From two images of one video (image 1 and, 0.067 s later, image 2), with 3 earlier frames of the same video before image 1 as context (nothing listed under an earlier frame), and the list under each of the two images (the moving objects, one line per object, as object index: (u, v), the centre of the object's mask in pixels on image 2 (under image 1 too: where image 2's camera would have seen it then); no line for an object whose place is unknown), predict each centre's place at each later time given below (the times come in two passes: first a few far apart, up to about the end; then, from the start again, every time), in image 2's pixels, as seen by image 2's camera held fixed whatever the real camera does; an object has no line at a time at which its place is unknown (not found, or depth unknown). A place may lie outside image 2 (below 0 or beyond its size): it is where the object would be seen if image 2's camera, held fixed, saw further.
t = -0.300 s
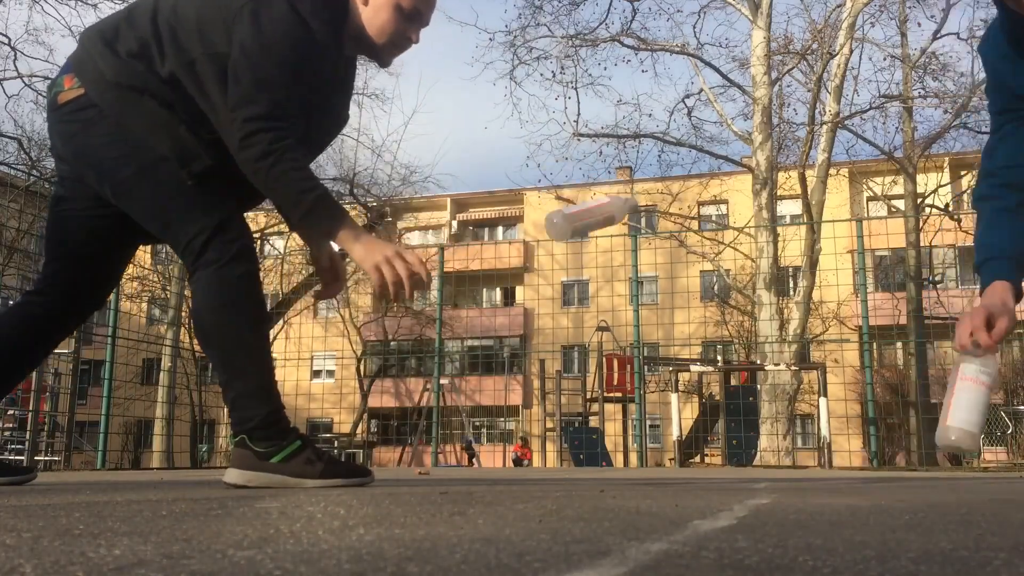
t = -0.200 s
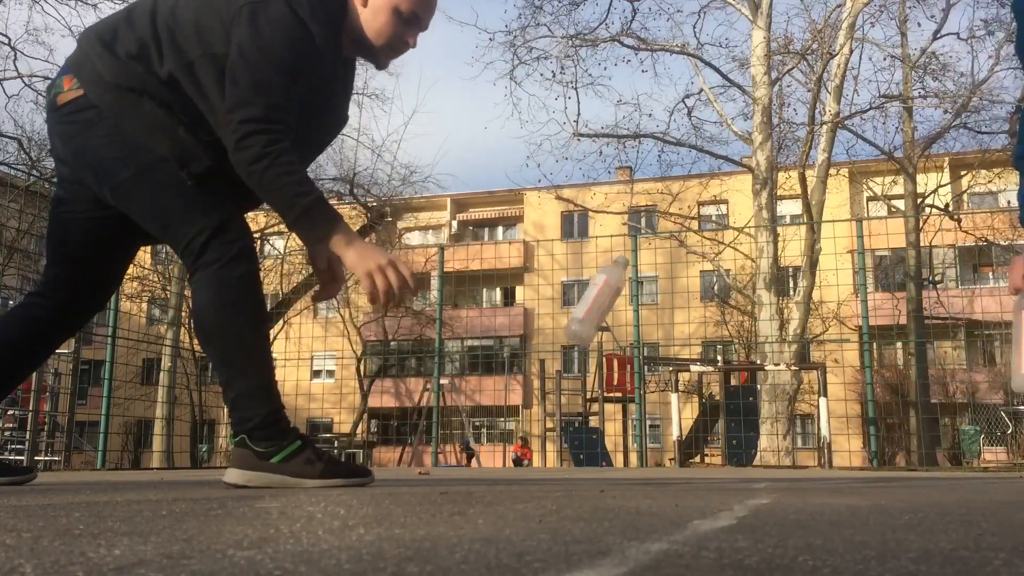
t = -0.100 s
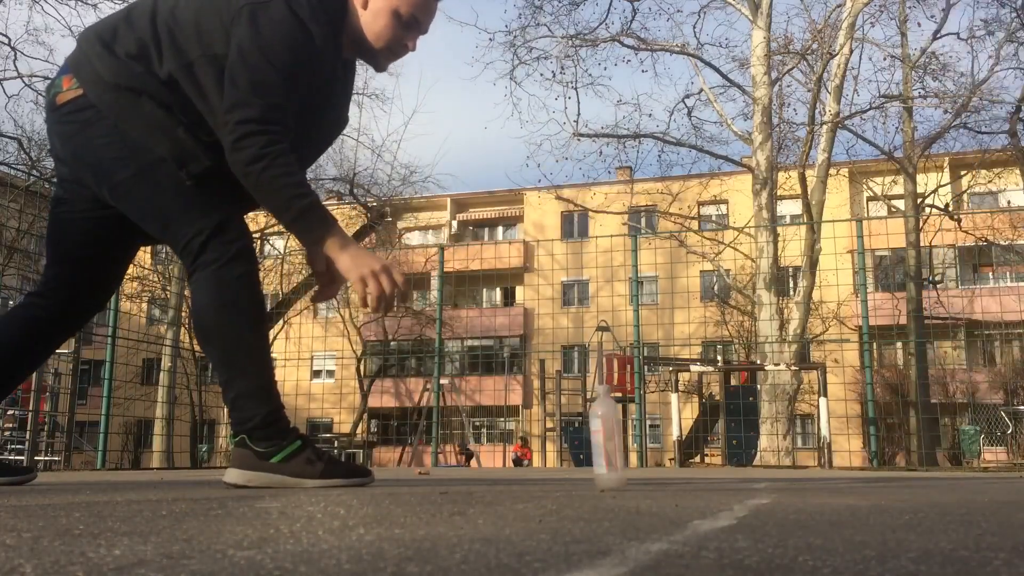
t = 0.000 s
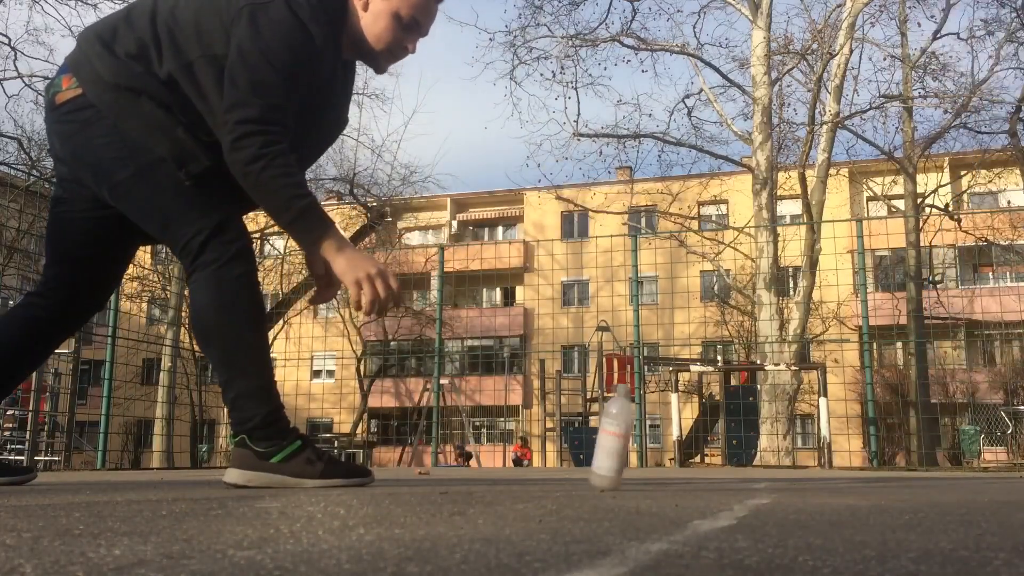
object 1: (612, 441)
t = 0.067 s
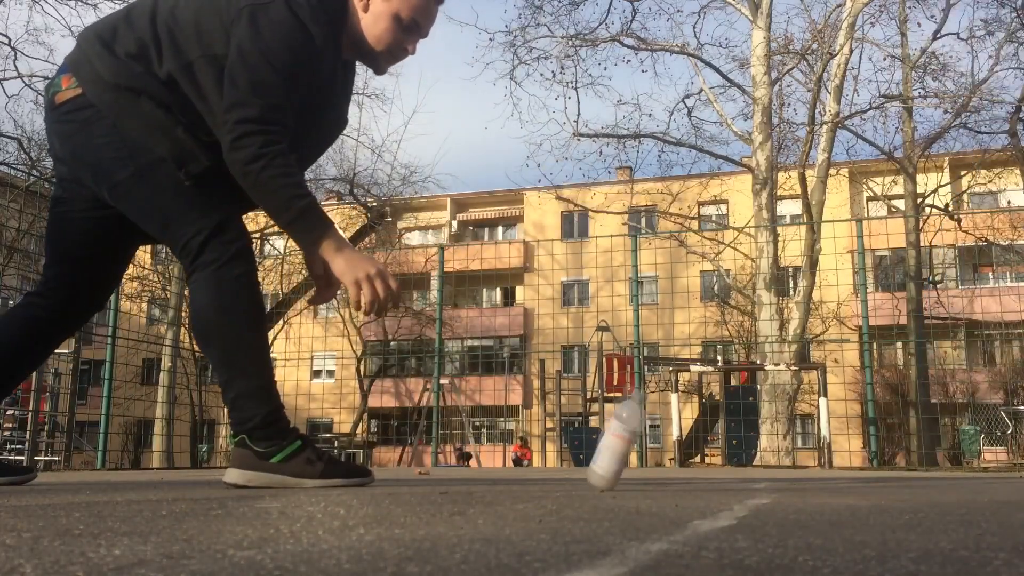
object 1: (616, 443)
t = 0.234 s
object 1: (645, 472)
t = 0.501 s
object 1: (638, 474)
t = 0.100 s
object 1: (620, 445)
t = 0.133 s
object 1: (627, 446)
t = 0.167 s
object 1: (630, 459)
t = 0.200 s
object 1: (628, 468)
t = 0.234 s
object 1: (645, 472)
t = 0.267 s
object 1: (644, 473)
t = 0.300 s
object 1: (643, 474)
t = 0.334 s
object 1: (642, 474)
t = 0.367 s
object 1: (641, 474)
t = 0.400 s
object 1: (640, 474)
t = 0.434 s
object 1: (639, 474)
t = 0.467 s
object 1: (639, 474)
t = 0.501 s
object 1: (638, 474)
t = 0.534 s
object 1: (637, 474)
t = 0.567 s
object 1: (636, 474)
